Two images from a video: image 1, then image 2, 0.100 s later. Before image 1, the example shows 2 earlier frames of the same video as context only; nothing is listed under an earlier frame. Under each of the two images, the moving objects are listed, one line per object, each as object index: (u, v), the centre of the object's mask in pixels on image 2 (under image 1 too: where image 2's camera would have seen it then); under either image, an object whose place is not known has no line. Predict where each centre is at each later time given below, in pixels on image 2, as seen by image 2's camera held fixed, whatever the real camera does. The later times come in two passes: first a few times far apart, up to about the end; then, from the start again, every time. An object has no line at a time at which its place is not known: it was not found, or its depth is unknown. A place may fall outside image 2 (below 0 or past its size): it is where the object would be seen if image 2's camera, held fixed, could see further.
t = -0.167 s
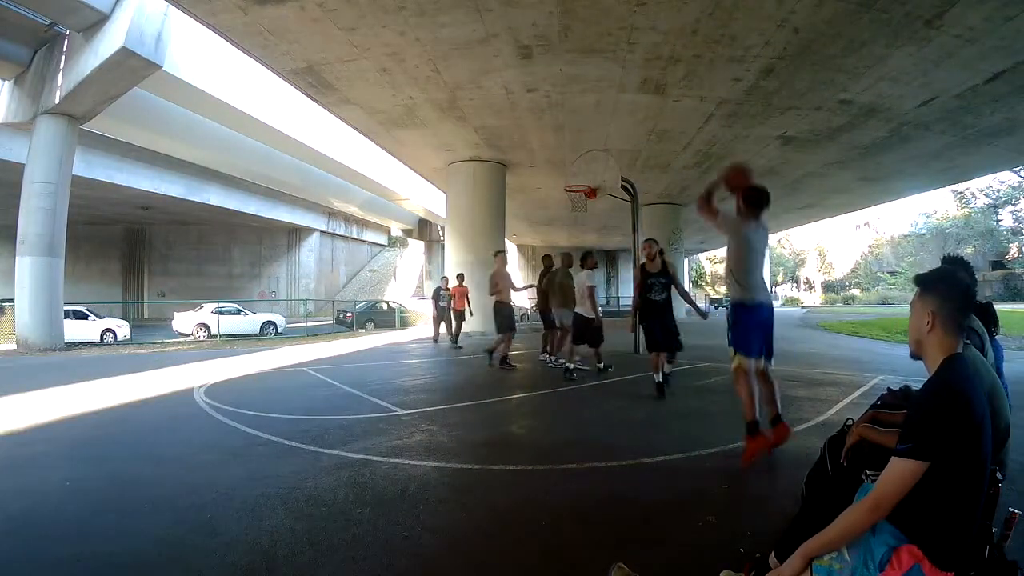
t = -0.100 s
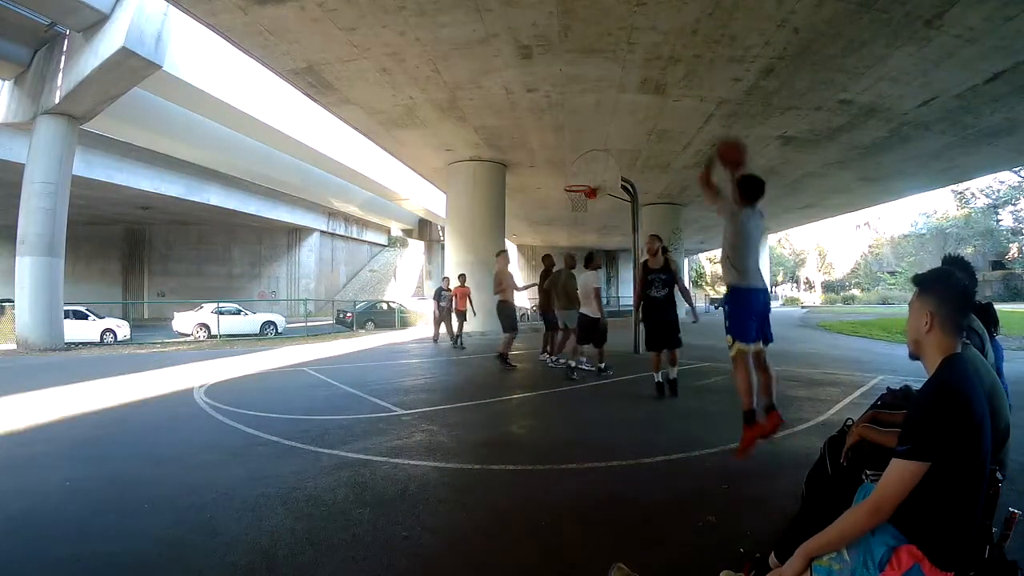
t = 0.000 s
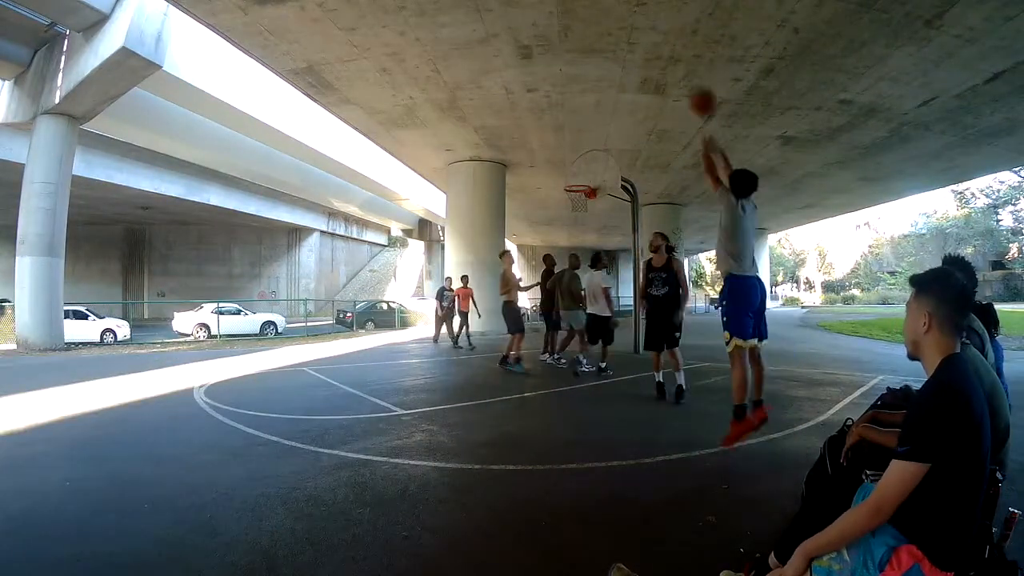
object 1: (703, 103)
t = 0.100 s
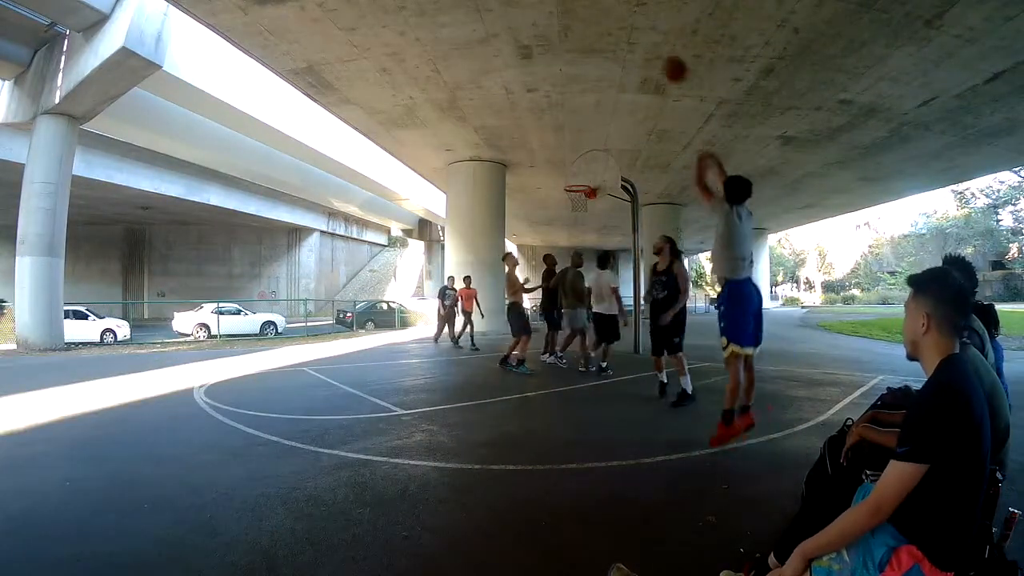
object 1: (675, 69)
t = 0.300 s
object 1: (637, 45)
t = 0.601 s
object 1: (602, 65)
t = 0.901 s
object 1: (582, 127)
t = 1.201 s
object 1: (588, 208)
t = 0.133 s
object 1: (667, 62)
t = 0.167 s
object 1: (660, 56)
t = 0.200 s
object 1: (653, 52)
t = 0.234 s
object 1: (647, 49)
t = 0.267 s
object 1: (641, 46)
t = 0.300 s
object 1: (637, 45)
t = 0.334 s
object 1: (632, 44)
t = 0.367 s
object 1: (627, 45)
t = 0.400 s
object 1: (624, 46)
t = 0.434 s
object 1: (620, 47)
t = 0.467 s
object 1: (616, 50)
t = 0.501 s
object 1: (612, 53)
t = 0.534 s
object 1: (609, 56)
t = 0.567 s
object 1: (606, 60)
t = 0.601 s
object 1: (602, 65)
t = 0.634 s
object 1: (599, 70)
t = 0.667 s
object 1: (597, 76)
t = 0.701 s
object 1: (595, 82)
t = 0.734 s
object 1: (592, 88)
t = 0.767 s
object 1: (590, 95)
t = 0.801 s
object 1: (588, 103)
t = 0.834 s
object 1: (585, 111)
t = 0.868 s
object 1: (583, 119)
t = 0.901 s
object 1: (582, 127)
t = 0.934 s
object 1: (580, 137)
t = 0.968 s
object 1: (578, 146)
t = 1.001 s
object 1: (576, 155)
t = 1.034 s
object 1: (575, 166)
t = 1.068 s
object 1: (573, 177)
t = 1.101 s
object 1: (571, 187)
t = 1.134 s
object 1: (576, 196)
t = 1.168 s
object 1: (582, 201)
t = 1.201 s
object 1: (588, 208)
